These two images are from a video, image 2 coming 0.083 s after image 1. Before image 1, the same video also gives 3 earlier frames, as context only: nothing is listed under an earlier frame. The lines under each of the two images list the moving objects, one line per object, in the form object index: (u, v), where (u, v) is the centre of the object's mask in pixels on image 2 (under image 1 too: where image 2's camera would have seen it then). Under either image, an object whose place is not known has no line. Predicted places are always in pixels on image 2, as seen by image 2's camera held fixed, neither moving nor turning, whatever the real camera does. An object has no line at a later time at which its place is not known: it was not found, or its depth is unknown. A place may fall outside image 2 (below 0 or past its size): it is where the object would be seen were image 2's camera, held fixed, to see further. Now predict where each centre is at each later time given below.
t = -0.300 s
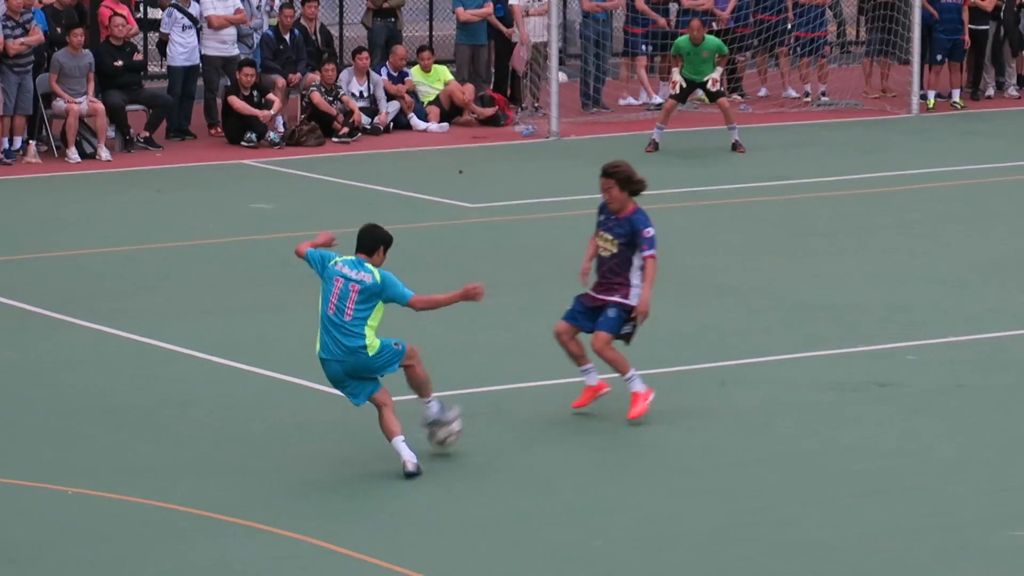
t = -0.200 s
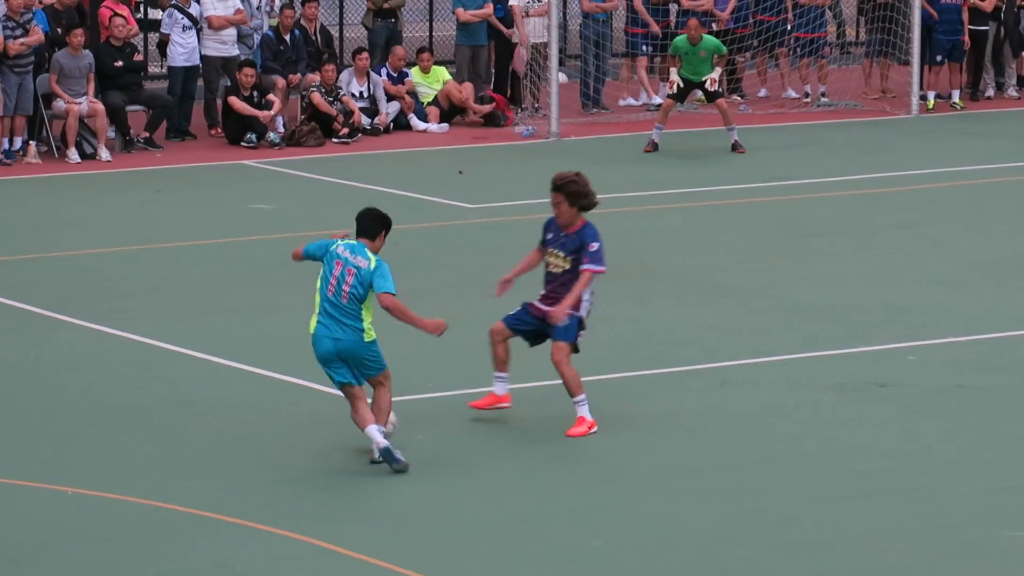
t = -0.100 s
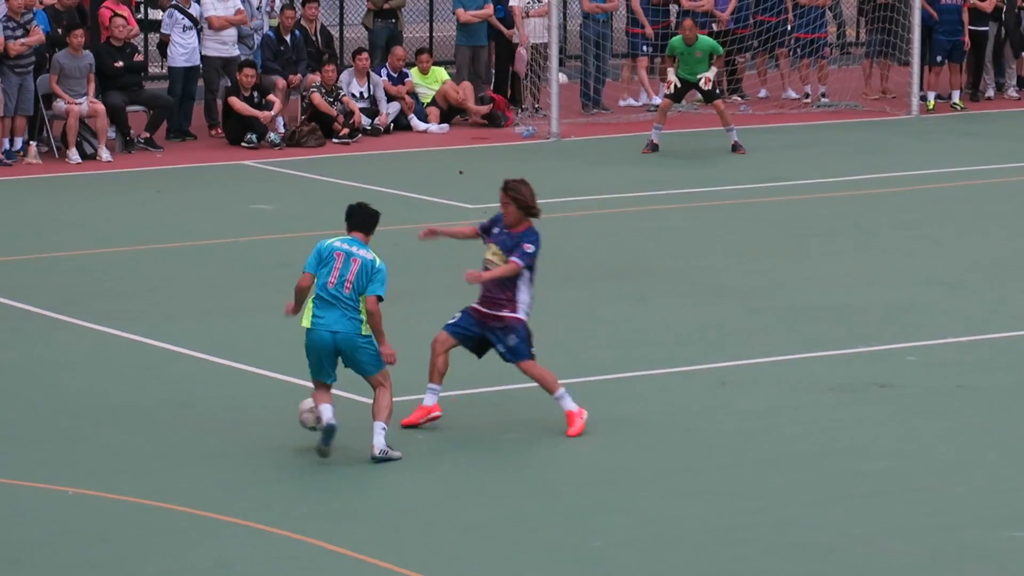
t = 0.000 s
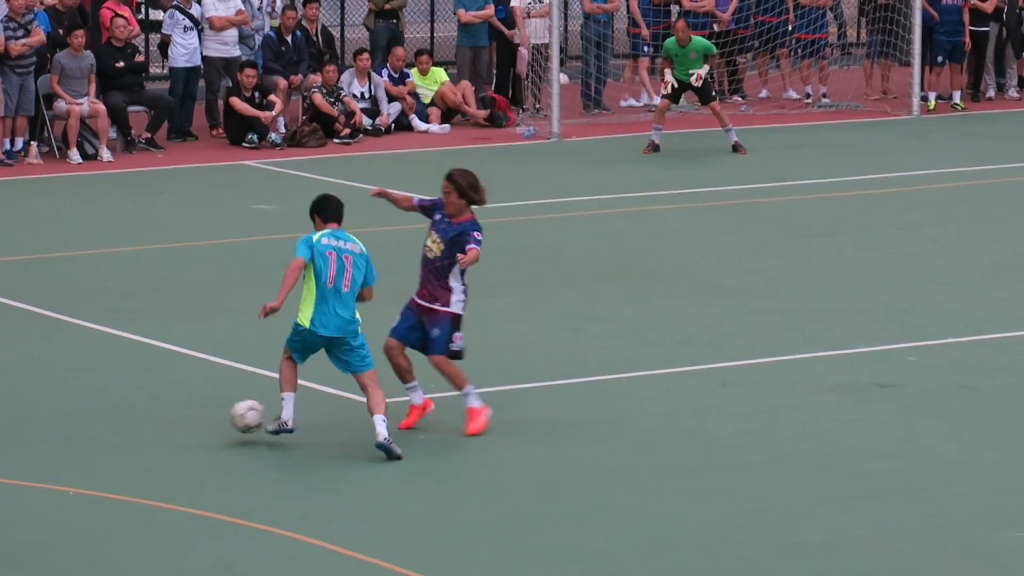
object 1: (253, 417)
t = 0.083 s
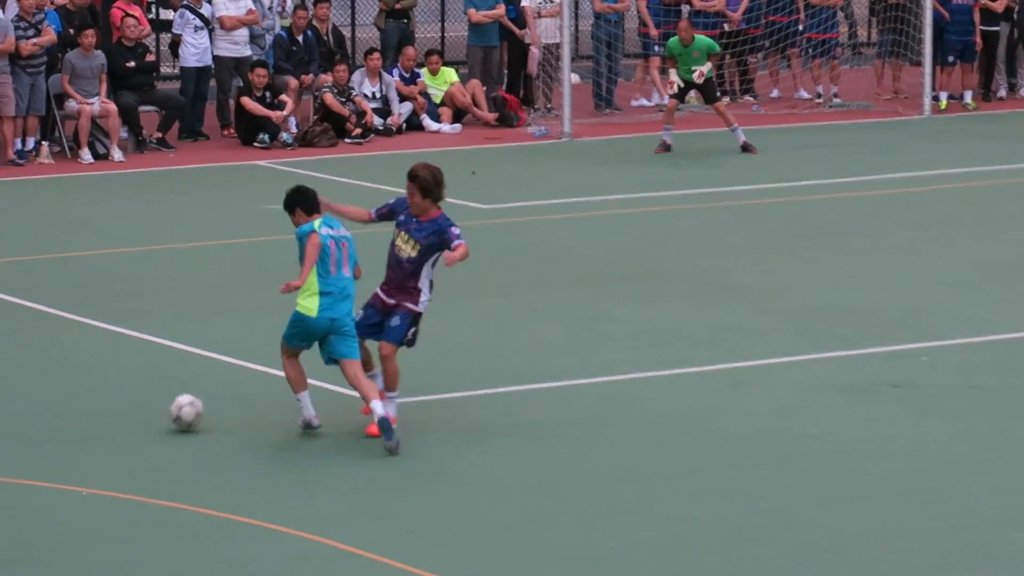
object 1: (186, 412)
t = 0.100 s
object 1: (172, 412)
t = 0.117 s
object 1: (161, 410)
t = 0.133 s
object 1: (149, 405)
